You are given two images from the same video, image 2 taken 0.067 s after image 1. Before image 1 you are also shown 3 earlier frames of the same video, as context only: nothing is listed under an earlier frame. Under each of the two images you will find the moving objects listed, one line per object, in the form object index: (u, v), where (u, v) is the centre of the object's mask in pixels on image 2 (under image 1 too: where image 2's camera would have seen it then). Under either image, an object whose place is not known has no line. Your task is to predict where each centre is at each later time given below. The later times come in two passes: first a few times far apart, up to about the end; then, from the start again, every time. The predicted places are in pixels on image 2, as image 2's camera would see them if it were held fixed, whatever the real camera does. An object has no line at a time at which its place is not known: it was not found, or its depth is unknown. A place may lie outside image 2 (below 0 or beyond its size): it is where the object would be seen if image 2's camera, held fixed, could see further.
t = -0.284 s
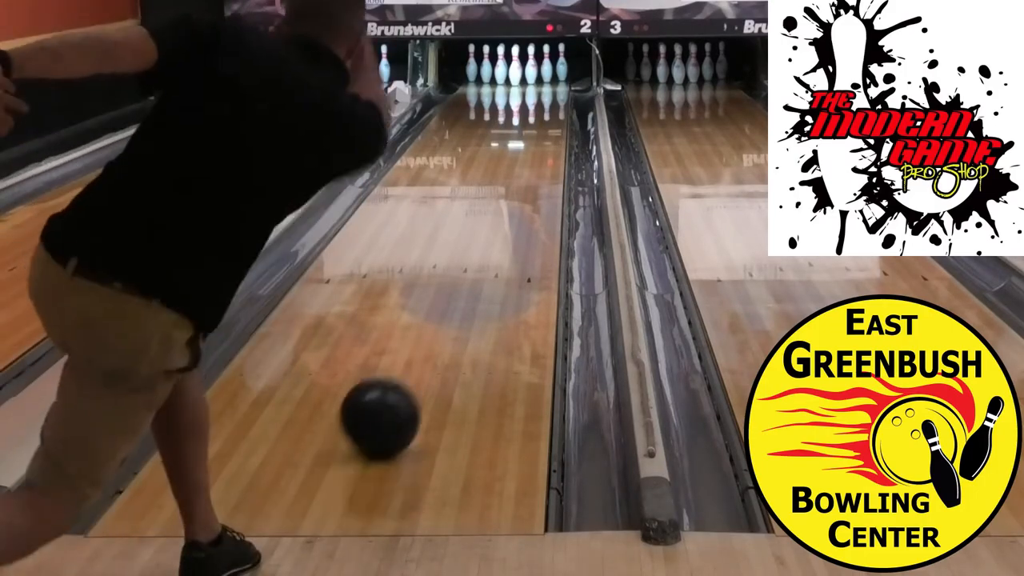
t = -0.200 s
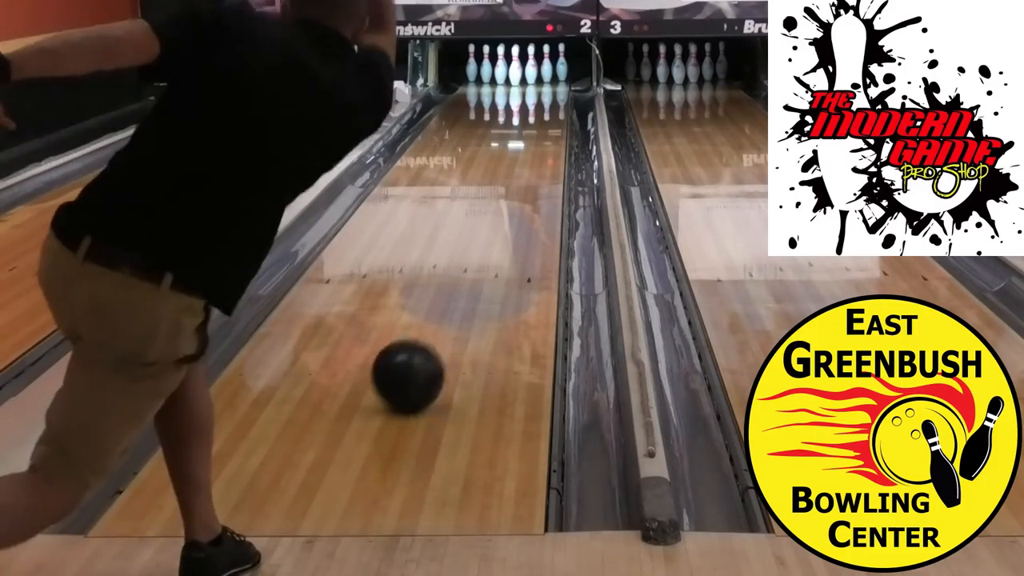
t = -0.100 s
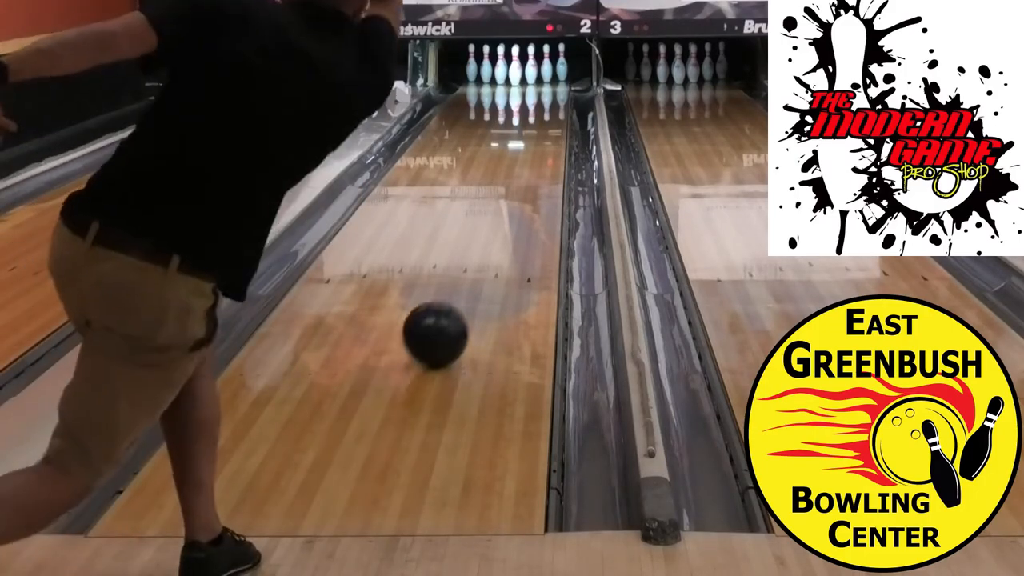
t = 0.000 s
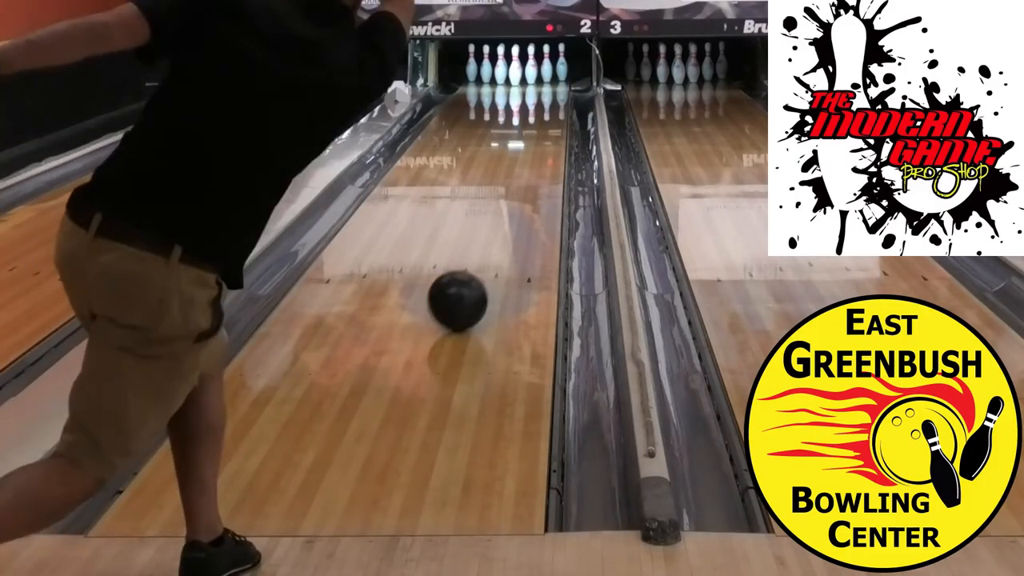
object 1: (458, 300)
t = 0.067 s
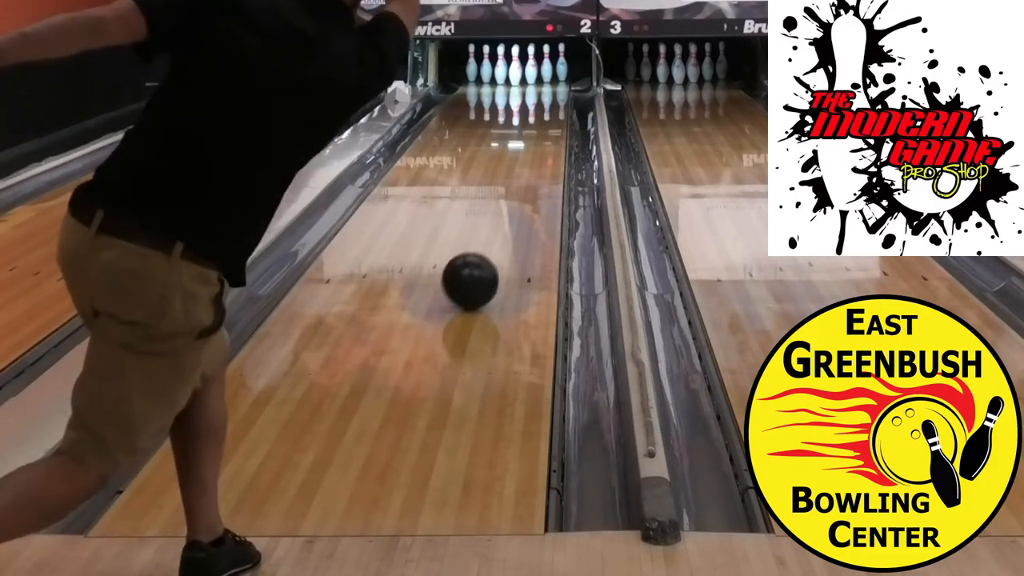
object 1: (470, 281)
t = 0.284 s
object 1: (502, 229)
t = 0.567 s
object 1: (531, 183)
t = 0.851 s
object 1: (550, 150)
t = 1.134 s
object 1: (561, 126)
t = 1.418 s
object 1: (561, 108)
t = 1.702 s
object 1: (551, 94)
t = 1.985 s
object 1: (538, 83)
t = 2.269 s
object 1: (529, 75)
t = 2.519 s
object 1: (533, 72)
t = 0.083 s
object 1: (473, 276)
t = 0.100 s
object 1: (476, 272)
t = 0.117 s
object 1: (479, 267)
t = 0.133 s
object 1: (481, 263)
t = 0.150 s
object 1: (484, 259)
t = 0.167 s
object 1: (487, 255)
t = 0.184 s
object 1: (489, 251)
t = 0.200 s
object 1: (491, 247)
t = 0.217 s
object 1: (494, 244)
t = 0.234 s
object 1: (496, 240)
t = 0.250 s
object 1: (498, 236)
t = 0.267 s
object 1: (500, 233)
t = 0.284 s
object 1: (502, 229)
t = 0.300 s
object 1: (504, 226)
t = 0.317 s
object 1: (506, 223)
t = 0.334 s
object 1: (508, 220)
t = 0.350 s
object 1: (510, 217)
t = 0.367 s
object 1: (512, 214)
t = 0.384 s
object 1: (514, 211)
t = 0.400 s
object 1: (516, 208)
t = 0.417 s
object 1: (517, 205)
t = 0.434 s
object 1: (519, 203)
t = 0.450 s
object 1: (521, 200)
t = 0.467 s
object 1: (522, 198)
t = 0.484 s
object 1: (524, 195)
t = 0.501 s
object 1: (525, 192)
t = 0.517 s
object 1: (527, 190)
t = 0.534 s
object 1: (528, 187)
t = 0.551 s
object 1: (530, 185)
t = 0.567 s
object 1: (531, 183)
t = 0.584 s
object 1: (532, 181)
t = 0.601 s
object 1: (534, 178)
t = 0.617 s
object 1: (535, 176)
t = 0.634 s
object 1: (536, 174)
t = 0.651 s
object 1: (537, 172)
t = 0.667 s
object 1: (539, 170)
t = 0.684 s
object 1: (540, 168)
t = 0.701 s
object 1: (541, 166)
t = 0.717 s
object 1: (542, 164)
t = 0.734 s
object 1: (543, 162)
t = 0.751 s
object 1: (544, 161)
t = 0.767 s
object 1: (545, 159)
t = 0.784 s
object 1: (546, 157)
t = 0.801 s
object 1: (547, 155)
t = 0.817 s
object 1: (548, 153)
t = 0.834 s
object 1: (549, 152)
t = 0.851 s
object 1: (550, 150)
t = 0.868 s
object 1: (550, 148)
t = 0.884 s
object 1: (551, 147)
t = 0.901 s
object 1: (552, 145)
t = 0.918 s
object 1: (553, 144)
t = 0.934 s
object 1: (553, 143)
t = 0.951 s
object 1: (554, 141)
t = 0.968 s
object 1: (555, 140)
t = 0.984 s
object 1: (556, 138)
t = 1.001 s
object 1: (557, 136)
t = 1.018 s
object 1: (557, 134)
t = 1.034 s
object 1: (558, 133)
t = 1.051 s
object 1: (558, 132)
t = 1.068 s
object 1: (559, 131)
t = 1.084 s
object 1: (559, 129)
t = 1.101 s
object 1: (560, 128)
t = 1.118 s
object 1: (560, 127)
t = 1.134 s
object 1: (561, 126)
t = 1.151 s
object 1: (561, 124)
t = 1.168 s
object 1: (562, 123)
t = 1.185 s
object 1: (562, 122)
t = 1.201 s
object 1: (562, 121)
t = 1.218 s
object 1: (563, 120)
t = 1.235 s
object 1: (562, 119)
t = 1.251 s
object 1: (563, 117)
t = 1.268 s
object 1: (562, 116)
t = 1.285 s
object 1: (562, 115)
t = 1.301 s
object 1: (562, 114)
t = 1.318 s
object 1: (563, 113)
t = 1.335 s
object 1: (562, 112)
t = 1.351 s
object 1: (562, 111)
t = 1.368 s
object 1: (562, 110)
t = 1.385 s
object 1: (562, 109)
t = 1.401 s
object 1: (561, 108)
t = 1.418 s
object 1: (561, 108)
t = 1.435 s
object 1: (561, 107)
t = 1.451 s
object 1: (561, 106)
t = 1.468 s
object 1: (560, 105)
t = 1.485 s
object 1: (560, 104)
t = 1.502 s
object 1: (559, 103)
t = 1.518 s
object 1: (559, 102)
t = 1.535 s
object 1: (558, 102)
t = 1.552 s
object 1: (558, 100)
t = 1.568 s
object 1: (557, 100)
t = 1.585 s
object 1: (556, 99)
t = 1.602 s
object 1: (556, 98)
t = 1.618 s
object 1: (555, 98)
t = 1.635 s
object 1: (555, 97)
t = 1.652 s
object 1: (554, 96)
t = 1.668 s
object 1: (553, 96)
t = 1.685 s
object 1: (552, 95)
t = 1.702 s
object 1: (551, 94)
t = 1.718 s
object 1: (551, 94)
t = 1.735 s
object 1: (550, 93)
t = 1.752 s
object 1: (549, 92)
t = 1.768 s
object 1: (548, 91)
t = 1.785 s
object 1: (547, 91)
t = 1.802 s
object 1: (547, 90)
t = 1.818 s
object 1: (546, 89)
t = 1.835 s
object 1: (545, 88)
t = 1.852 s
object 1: (544, 88)
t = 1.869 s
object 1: (543, 87)
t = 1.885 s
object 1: (542, 87)
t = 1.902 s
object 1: (541, 86)
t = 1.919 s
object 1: (541, 86)
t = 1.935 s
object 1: (540, 85)
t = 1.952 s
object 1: (539, 84)
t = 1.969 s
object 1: (539, 84)
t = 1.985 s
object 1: (538, 83)
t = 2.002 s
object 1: (537, 83)
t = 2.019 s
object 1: (536, 82)
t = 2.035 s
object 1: (535, 81)
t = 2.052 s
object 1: (535, 81)
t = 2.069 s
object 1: (534, 80)
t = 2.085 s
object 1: (534, 80)
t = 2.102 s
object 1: (533, 79)
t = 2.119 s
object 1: (532, 78)
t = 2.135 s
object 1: (531, 78)
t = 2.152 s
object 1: (530, 77)
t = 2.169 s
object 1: (529, 77)
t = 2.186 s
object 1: (529, 76)
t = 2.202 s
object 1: (528, 76)
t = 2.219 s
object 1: (528, 75)
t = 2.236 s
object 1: (529, 75)
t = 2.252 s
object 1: (529, 74)
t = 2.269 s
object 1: (529, 75)
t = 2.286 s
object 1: (530, 74)
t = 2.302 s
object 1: (531, 73)
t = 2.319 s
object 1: (531, 72)
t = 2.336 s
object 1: (531, 72)
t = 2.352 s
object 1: (531, 72)
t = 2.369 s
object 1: (532, 72)
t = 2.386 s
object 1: (534, 73)
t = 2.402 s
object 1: (532, 73)
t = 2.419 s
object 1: (531, 73)
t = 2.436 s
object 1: (531, 72)
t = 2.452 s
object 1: (531, 72)
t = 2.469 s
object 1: (532, 72)
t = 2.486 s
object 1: (532, 71)
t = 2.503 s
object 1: (533, 71)
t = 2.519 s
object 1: (533, 72)
